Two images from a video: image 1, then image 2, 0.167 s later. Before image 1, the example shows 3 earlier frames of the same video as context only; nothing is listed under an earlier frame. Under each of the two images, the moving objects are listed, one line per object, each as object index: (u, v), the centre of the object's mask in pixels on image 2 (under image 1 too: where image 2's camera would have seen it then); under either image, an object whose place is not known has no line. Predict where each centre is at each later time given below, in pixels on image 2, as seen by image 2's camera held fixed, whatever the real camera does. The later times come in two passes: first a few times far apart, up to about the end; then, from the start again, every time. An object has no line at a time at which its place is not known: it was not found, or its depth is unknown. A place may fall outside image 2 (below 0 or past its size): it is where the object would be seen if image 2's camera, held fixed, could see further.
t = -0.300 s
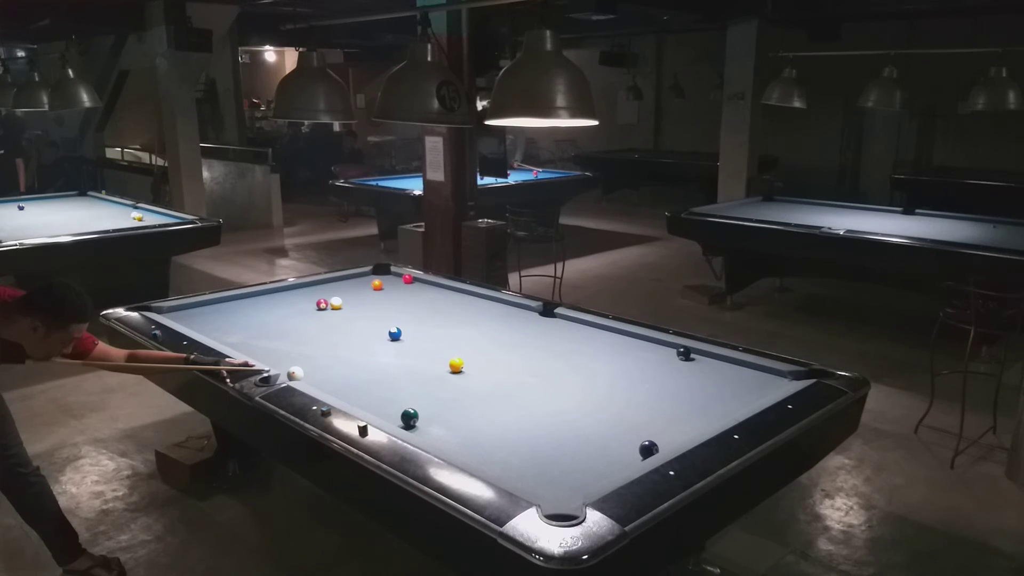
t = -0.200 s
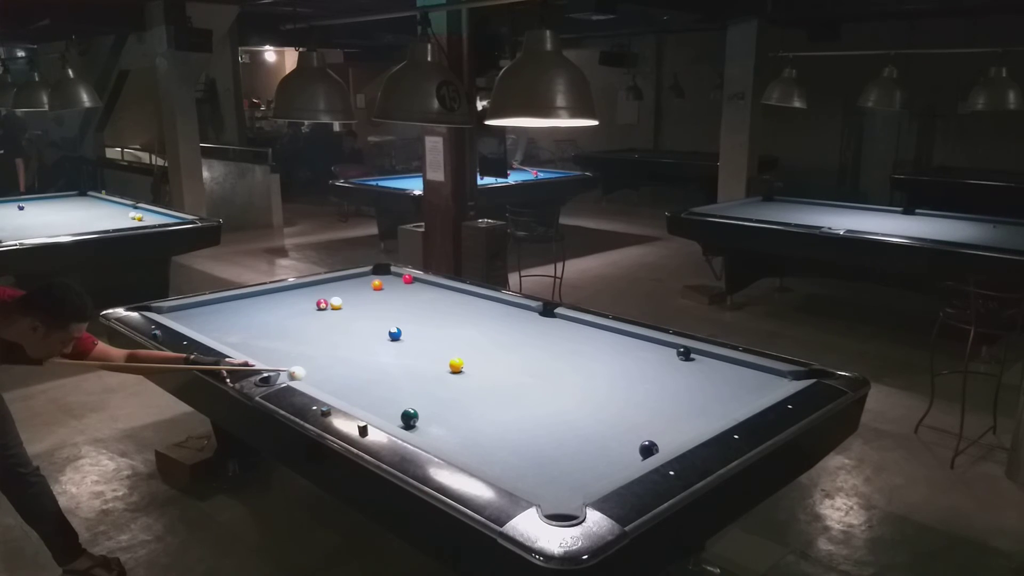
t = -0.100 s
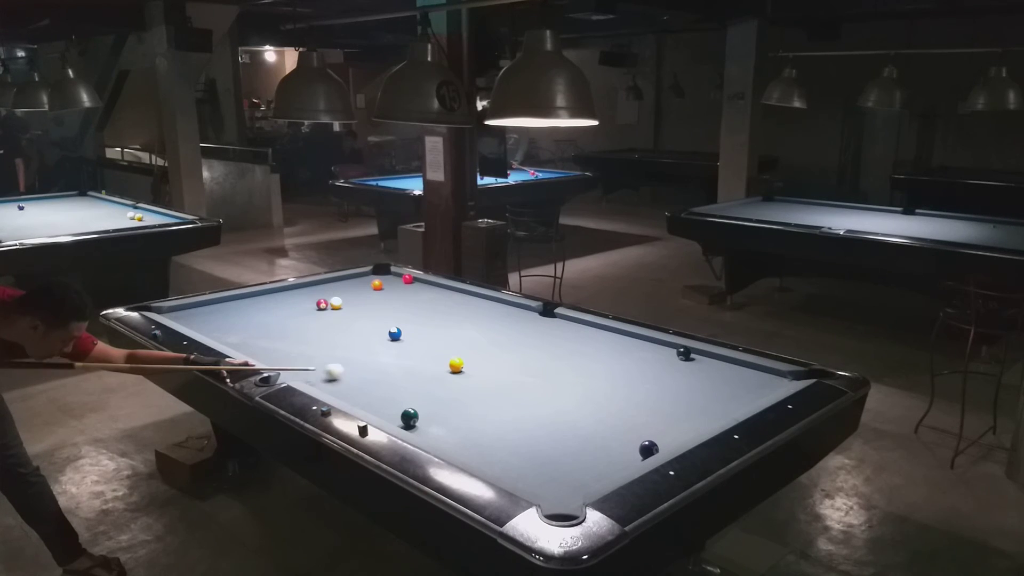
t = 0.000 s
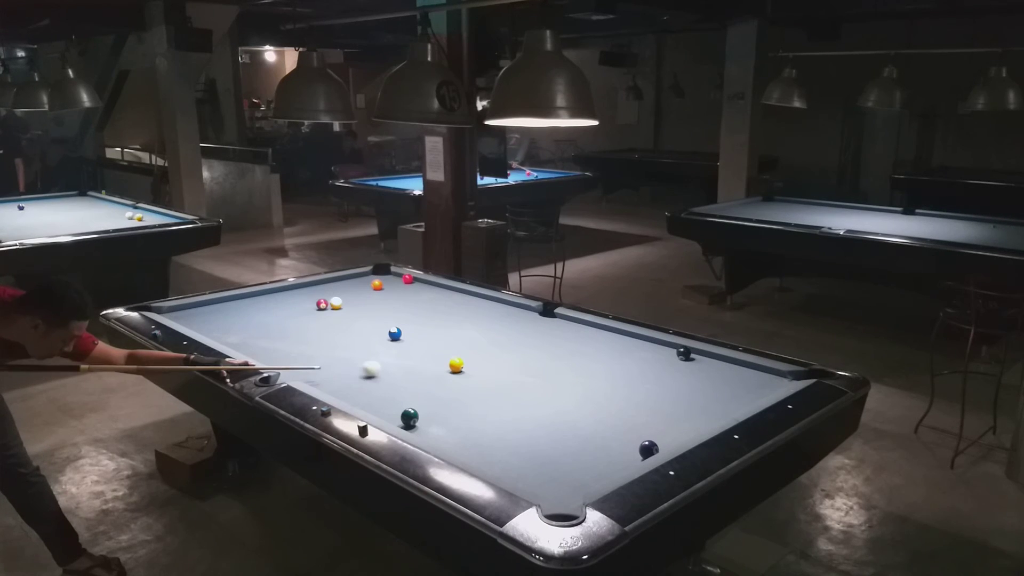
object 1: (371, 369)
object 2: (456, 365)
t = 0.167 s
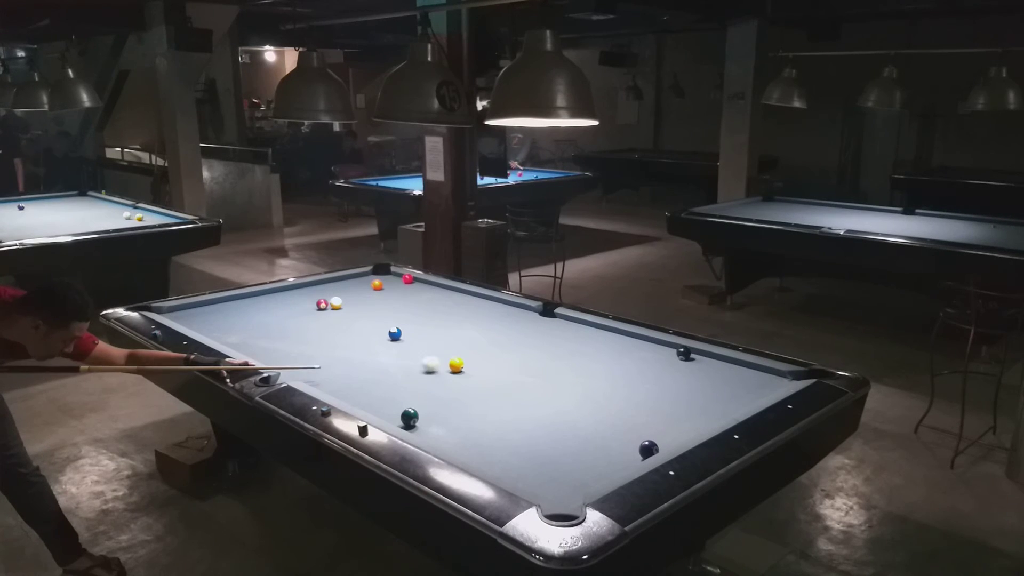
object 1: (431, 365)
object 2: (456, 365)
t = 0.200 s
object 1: (441, 364)
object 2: (457, 365)
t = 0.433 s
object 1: (461, 356)
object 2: (510, 367)
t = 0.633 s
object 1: (479, 350)
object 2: (550, 368)
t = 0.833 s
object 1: (496, 345)
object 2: (588, 370)
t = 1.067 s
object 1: (514, 339)
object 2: (633, 371)
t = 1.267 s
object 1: (528, 334)
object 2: (670, 372)
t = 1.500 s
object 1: (543, 329)
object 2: (713, 374)
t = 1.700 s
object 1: (555, 325)
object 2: (749, 375)
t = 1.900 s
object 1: (566, 322)
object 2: (784, 376)
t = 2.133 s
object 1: (568, 321)
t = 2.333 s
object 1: (562, 323)
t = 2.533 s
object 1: (557, 324)
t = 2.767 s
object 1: (552, 326)
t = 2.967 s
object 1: (548, 327)
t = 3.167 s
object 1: (545, 328)
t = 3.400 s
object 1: (542, 329)
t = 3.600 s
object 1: (540, 330)
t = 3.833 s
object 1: (538, 331)
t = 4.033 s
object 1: (536, 331)
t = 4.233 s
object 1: (536, 332)
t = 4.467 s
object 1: (536, 332)
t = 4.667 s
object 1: (536, 332)
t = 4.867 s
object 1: (536, 332)
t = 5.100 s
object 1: (536, 332)
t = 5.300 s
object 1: (536, 332)
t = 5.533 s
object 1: (536, 331)
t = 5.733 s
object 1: (536, 332)
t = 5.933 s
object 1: (536, 332)
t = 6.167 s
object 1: (536, 332)
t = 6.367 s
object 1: (536, 332)
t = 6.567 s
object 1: (536, 332)
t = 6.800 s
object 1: (536, 332)
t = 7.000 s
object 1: (536, 332)
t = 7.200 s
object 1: (536, 332)
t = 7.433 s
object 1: (536, 332)
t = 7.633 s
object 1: (536, 332)
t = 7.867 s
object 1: (536, 332)
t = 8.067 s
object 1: (536, 332)
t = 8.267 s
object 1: (536, 332)
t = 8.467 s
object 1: (536, 332)
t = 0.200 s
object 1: (441, 364)
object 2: (457, 365)
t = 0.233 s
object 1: (443, 363)
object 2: (466, 365)
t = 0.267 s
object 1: (445, 361)
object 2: (475, 366)
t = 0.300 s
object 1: (448, 360)
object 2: (483, 366)
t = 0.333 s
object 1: (451, 359)
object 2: (490, 366)
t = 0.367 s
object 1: (455, 358)
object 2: (497, 366)
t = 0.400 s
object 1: (458, 357)
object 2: (504, 367)
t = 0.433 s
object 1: (461, 356)
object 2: (510, 367)
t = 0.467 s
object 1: (464, 355)
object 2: (517, 367)
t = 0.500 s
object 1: (467, 354)
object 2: (523, 367)
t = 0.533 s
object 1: (470, 353)
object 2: (530, 367)
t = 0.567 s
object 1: (473, 352)
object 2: (537, 368)
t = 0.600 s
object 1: (476, 351)
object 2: (543, 368)
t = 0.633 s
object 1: (479, 350)
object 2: (550, 368)
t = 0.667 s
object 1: (482, 349)
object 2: (556, 368)
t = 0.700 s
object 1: (485, 348)
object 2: (563, 369)
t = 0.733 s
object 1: (488, 347)
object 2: (569, 369)
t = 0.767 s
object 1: (491, 346)
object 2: (575, 369)
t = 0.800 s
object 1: (493, 345)
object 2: (582, 369)
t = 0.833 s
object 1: (496, 345)
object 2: (588, 370)
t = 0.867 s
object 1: (499, 344)
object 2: (595, 370)
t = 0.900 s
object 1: (501, 343)
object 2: (601, 370)
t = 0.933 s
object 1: (504, 342)
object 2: (608, 370)
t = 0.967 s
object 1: (506, 341)
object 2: (614, 371)
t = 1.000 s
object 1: (509, 340)
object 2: (620, 371)
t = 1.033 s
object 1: (511, 340)
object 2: (627, 371)
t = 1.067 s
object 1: (514, 339)
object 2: (633, 371)
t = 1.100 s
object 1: (517, 338)
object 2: (639, 371)
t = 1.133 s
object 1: (519, 337)
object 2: (645, 371)
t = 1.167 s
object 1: (521, 336)
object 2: (652, 372)
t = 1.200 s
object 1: (523, 336)
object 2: (658, 372)
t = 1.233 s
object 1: (526, 335)
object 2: (664, 372)
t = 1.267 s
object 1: (528, 334)
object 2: (670, 372)
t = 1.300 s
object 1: (530, 333)
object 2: (677, 373)
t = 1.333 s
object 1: (532, 333)
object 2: (683, 373)
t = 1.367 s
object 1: (535, 332)
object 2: (689, 373)
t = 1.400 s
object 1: (537, 331)
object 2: (695, 373)
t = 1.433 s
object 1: (539, 331)
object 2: (701, 374)
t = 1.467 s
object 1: (541, 330)
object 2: (707, 374)
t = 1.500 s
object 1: (543, 329)
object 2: (713, 374)
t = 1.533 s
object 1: (545, 328)
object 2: (719, 374)
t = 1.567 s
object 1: (547, 328)
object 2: (725, 375)
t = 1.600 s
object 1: (549, 327)
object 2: (731, 375)
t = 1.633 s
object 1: (551, 327)
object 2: (737, 375)
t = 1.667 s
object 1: (553, 326)
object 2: (743, 375)
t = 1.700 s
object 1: (555, 325)
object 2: (749, 375)
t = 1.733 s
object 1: (557, 325)
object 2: (755, 375)
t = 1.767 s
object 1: (559, 324)
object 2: (761, 376)
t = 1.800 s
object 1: (560, 323)
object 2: (767, 376)
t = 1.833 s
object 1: (563, 323)
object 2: (772, 376)
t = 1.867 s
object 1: (564, 322)
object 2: (779, 376)
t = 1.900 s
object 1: (566, 322)
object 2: (784, 376)
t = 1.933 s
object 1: (568, 321)
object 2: (789, 376)
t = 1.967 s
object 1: (569, 321)
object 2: (795, 375)
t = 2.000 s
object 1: (571, 320)
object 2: (800, 376)
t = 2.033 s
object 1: (571, 320)
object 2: (805, 378)
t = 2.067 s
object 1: (570, 320)
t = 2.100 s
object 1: (569, 321)
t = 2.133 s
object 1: (568, 321)
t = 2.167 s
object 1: (567, 321)
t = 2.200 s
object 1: (566, 321)
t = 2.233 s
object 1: (565, 322)
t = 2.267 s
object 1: (564, 322)
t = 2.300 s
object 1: (563, 322)
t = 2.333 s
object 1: (562, 323)
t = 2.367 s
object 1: (561, 323)
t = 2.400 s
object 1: (560, 323)
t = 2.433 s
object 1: (559, 323)
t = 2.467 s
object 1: (558, 324)
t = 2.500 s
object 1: (558, 324)
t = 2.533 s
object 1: (557, 324)
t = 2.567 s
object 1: (556, 324)
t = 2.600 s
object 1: (555, 325)
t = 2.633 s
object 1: (555, 325)
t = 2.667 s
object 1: (554, 325)
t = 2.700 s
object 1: (553, 325)
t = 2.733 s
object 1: (552, 326)
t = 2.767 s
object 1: (552, 326)
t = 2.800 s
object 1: (551, 326)
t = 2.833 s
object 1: (550, 326)
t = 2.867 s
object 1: (550, 326)
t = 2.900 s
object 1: (549, 326)
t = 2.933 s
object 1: (549, 327)
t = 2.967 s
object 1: (548, 327)
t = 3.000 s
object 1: (547, 327)
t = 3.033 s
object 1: (547, 327)
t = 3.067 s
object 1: (546, 328)
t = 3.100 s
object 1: (546, 328)
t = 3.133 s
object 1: (545, 328)
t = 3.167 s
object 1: (545, 328)
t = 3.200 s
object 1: (544, 328)
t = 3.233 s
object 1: (544, 328)
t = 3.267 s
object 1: (543, 329)
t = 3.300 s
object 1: (543, 329)
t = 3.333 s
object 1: (542, 329)
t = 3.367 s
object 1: (542, 329)
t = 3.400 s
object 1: (542, 329)
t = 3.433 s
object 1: (541, 329)
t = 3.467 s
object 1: (541, 329)
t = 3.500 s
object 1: (540, 330)
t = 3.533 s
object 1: (540, 330)
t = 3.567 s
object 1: (540, 330)
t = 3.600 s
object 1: (540, 330)
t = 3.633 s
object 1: (539, 330)
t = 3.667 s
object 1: (539, 330)
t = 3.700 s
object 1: (539, 330)
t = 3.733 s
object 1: (538, 330)
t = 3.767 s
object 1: (538, 331)
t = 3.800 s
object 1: (538, 331)
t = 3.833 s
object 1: (538, 331)
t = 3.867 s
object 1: (537, 331)
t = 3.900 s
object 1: (537, 331)
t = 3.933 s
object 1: (537, 331)
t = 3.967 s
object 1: (537, 331)
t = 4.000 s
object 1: (537, 331)
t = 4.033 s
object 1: (536, 331)
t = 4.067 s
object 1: (536, 331)
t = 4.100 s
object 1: (536, 331)
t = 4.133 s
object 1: (536, 331)
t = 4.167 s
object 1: (536, 332)
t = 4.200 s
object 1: (536, 332)
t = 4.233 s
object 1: (536, 332)
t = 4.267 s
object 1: (536, 332)
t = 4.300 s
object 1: (536, 332)
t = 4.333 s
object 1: (536, 332)
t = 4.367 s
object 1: (536, 332)
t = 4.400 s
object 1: (536, 332)
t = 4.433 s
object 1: (536, 332)
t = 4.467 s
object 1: (536, 332)
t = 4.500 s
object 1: (536, 332)
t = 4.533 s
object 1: (536, 332)
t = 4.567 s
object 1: (536, 332)
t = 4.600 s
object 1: (536, 332)
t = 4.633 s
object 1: (536, 332)
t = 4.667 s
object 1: (536, 332)
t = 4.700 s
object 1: (536, 332)
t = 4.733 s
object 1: (536, 332)
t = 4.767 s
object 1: (536, 332)
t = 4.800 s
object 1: (536, 332)
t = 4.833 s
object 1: (536, 332)
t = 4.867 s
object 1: (536, 332)
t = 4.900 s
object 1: (536, 332)
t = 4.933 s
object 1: (536, 332)
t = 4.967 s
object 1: (536, 332)
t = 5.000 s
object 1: (536, 332)
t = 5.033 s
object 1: (536, 332)
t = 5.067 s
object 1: (536, 332)
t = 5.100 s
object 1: (536, 332)
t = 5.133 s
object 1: (536, 332)
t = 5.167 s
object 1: (536, 332)
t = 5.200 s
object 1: (536, 332)
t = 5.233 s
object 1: (536, 332)
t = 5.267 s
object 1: (536, 332)
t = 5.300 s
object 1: (536, 332)
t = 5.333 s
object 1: (536, 332)
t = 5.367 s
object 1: (536, 332)
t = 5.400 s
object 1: (536, 332)
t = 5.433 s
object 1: (536, 332)
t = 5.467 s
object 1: (536, 332)
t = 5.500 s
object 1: (536, 332)
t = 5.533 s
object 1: (536, 331)
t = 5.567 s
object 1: (536, 332)
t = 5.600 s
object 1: (536, 332)
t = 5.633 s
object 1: (536, 332)
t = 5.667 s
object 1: (536, 332)
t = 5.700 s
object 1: (536, 332)
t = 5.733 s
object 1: (536, 332)
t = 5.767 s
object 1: (536, 332)
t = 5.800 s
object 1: (536, 332)
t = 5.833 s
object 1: (536, 332)
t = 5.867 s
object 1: (536, 332)
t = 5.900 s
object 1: (536, 332)
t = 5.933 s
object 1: (536, 332)
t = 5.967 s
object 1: (536, 332)
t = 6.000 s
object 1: (536, 332)
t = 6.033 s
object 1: (536, 332)
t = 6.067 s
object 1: (536, 332)
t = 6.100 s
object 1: (536, 332)
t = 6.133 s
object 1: (536, 332)
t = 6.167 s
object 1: (536, 332)
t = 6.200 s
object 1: (536, 332)
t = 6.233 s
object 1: (536, 332)
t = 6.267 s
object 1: (536, 332)
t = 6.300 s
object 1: (536, 332)
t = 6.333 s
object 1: (536, 332)
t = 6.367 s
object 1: (536, 332)
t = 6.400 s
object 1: (536, 332)
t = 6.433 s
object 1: (536, 332)
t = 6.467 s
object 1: (536, 332)
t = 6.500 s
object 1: (536, 332)
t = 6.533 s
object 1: (536, 332)
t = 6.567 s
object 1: (536, 332)
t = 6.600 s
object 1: (536, 332)
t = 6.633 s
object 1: (536, 332)
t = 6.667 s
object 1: (536, 332)
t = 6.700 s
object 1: (536, 332)
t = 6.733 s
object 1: (536, 332)
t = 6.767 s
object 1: (536, 332)
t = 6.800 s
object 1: (536, 332)
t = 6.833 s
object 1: (536, 332)
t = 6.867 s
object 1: (536, 332)
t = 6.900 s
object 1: (536, 332)
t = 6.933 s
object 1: (536, 332)
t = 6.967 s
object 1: (536, 332)
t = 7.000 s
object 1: (536, 332)
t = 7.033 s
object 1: (536, 332)
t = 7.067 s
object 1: (536, 332)
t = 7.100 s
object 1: (536, 332)
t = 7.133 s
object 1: (536, 332)
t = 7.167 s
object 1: (536, 332)
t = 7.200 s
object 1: (536, 332)
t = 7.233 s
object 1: (536, 332)
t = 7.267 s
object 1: (536, 332)
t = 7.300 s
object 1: (536, 332)
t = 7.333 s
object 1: (536, 332)
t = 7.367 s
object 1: (536, 332)
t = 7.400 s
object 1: (536, 332)
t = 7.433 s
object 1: (536, 332)
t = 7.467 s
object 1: (536, 332)
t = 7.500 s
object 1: (536, 332)
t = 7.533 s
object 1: (536, 332)
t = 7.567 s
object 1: (536, 332)
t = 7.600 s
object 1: (536, 332)
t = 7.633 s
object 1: (536, 332)
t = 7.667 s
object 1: (536, 332)
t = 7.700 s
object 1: (536, 332)
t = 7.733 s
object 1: (536, 332)
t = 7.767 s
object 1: (536, 332)
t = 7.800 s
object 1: (536, 332)
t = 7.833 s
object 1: (536, 332)
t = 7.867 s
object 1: (536, 332)
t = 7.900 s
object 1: (536, 332)
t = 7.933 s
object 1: (536, 332)
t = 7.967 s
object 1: (536, 332)
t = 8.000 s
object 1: (536, 332)
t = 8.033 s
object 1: (536, 332)
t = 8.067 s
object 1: (536, 332)
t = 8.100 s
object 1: (536, 332)
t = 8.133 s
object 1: (536, 332)
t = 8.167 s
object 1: (536, 332)
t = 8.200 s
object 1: (536, 332)
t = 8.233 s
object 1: (536, 332)
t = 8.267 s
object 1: (536, 332)
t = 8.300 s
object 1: (536, 332)
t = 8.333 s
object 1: (536, 332)
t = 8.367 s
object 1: (536, 332)
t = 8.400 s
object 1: (536, 332)
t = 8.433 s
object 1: (536, 332)
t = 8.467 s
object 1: (536, 332)
